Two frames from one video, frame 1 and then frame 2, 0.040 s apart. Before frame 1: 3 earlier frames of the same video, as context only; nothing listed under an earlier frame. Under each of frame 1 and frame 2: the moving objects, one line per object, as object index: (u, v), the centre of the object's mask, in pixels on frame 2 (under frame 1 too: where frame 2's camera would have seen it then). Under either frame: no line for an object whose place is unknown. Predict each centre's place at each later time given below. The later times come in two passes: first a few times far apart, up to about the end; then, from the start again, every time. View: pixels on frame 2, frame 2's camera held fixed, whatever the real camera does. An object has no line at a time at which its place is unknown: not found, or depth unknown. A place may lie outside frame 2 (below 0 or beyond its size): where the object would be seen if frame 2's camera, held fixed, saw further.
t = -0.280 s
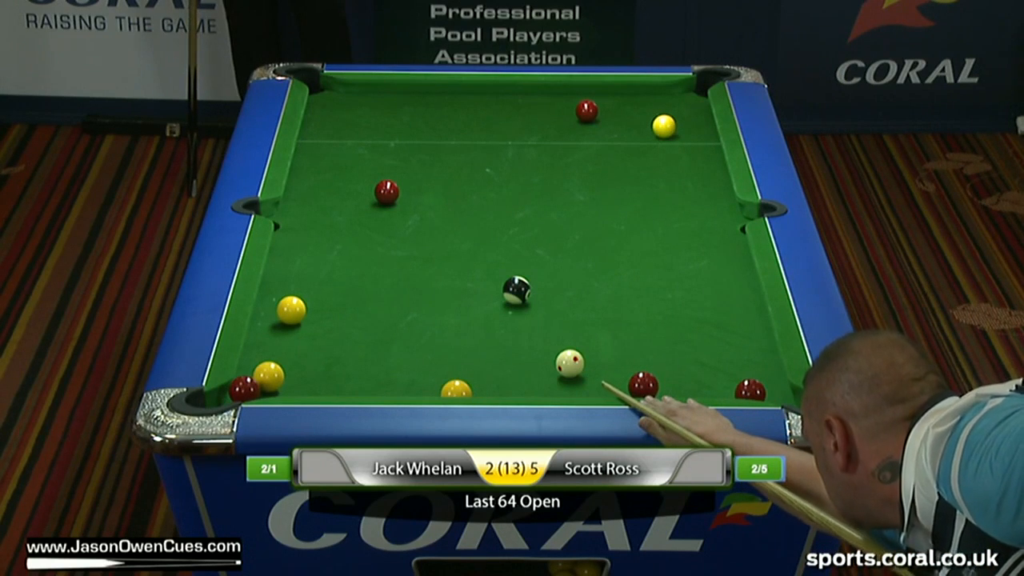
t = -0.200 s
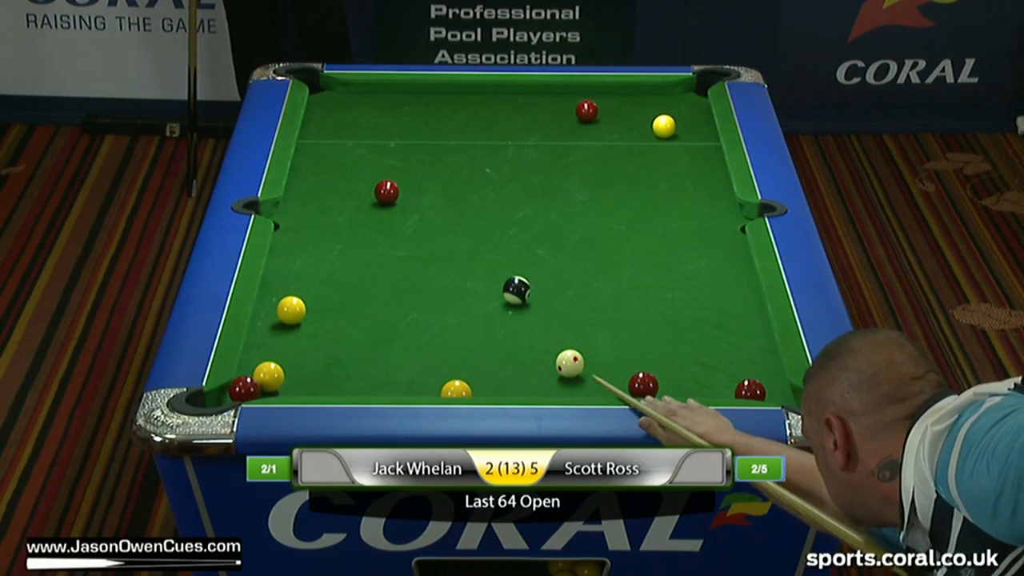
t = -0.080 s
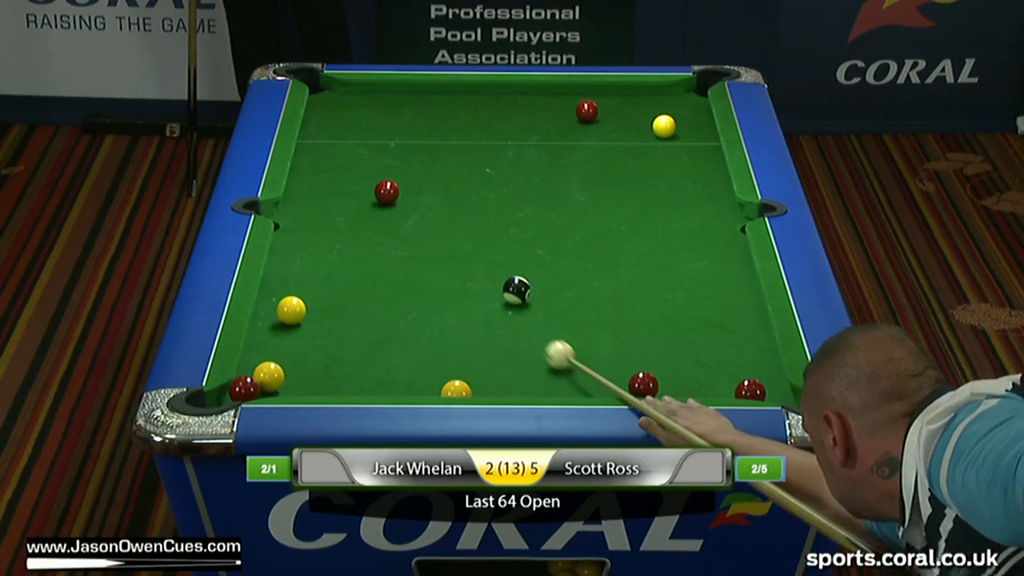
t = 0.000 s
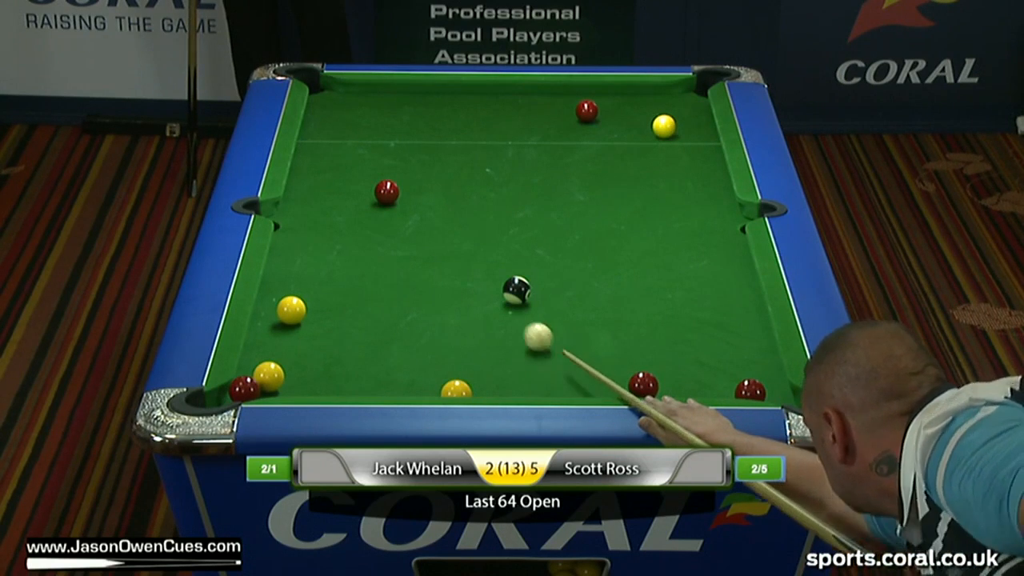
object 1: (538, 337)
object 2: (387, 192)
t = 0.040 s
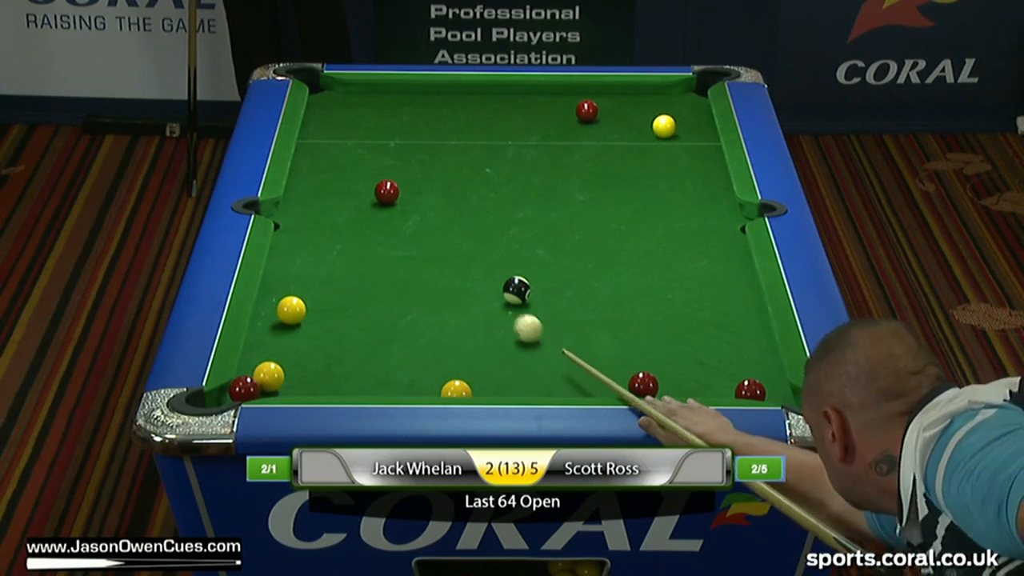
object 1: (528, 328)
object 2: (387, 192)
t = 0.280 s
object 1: (472, 281)
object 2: (387, 192)
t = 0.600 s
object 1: (407, 227)
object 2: (387, 192)
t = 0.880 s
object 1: (345, 194)
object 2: (396, 186)
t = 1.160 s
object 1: (316, 178)
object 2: (416, 172)
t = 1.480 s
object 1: (367, 166)
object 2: (436, 158)
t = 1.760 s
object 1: (407, 157)
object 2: (452, 147)
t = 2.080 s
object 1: (448, 147)
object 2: (469, 136)
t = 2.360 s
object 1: (481, 139)
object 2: (483, 124)
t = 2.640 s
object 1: (511, 133)
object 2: (493, 120)
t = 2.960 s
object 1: (541, 126)
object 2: (504, 114)
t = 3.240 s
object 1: (564, 121)
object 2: (513, 110)
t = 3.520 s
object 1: (584, 118)
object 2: (520, 106)
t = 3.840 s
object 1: (598, 118)
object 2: (526, 103)
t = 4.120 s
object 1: (606, 118)
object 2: (529, 102)
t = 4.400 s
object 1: (612, 118)
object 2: (531, 101)
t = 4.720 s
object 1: (615, 118)
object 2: (531, 101)
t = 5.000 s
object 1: (615, 118)
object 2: (531, 101)
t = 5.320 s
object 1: (615, 118)
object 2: (531, 101)
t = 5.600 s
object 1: (615, 118)
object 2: (531, 101)
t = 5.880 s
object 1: (615, 118)
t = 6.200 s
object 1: (615, 118)
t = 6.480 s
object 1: (615, 118)
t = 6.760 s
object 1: (615, 118)
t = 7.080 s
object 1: (615, 118)
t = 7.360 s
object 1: (615, 118)
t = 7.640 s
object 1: (615, 118)
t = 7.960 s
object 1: (615, 118)
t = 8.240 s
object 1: (615, 118)
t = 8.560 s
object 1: (615, 118)
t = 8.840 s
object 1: (615, 118)
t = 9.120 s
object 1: (615, 118)
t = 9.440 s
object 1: (615, 118)
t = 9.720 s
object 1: (615, 118)
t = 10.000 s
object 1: (615, 118)
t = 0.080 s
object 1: (518, 320)
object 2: (387, 192)
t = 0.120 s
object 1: (508, 312)
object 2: (387, 192)
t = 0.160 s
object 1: (499, 304)
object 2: (387, 192)
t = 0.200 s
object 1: (490, 297)
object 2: (387, 192)
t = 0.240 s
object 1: (481, 289)
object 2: (387, 192)
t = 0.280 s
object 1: (472, 281)
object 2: (387, 192)
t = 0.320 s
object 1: (463, 274)
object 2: (387, 192)
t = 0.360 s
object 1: (455, 267)
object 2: (387, 192)
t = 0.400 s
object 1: (446, 260)
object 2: (387, 192)
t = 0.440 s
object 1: (438, 253)
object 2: (387, 192)
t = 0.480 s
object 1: (430, 247)
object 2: (387, 192)
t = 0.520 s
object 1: (422, 240)
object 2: (387, 192)
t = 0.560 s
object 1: (414, 233)
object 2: (387, 192)
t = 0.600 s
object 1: (407, 227)
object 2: (387, 192)
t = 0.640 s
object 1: (400, 221)
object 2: (387, 192)
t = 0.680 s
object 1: (392, 215)
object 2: (386, 191)
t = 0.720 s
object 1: (385, 209)
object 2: (387, 189)
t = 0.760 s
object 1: (378, 203)
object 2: (389, 189)
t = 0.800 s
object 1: (368, 199)
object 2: (390, 190)
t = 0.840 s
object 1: (356, 197)
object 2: (393, 188)
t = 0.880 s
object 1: (345, 194)
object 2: (396, 186)
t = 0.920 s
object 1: (334, 191)
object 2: (399, 184)
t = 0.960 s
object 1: (323, 189)
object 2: (402, 182)
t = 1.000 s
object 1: (313, 186)
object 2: (404, 179)
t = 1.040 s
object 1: (303, 183)
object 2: (407, 178)
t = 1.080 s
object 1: (301, 181)
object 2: (410, 176)
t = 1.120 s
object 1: (309, 179)
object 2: (413, 174)
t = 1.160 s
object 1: (316, 178)
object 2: (416, 172)
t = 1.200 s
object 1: (322, 176)
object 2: (418, 170)
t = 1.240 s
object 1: (329, 175)
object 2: (421, 168)
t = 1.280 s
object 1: (336, 173)
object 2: (424, 166)
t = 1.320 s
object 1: (342, 172)
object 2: (426, 165)
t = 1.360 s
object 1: (348, 170)
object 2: (429, 163)
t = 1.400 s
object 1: (355, 169)
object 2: (431, 161)
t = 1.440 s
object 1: (361, 167)
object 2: (434, 159)
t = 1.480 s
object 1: (367, 166)
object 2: (436, 158)
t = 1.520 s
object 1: (373, 165)
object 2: (439, 156)
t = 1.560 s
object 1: (379, 163)
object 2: (441, 154)
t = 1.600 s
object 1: (385, 162)
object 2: (443, 153)
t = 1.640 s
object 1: (390, 160)
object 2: (446, 151)
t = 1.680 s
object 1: (396, 159)
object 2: (448, 150)
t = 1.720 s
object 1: (402, 158)
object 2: (450, 148)
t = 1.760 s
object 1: (407, 157)
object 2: (452, 147)
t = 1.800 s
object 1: (412, 156)
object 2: (454, 145)
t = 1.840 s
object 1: (418, 154)
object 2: (456, 144)
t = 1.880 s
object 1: (423, 153)
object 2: (459, 142)
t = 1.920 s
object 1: (428, 152)
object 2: (461, 141)
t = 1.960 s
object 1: (434, 150)
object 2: (463, 140)
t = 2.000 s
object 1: (439, 149)
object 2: (465, 139)
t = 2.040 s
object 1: (443, 148)
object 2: (467, 137)
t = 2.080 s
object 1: (448, 147)
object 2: (469, 136)
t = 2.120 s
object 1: (453, 146)
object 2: (471, 134)
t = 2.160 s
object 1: (458, 145)
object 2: (474, 132)
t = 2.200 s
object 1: (463, 144)
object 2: (476, 131)
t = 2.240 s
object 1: (468, 143)
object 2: (478, 129)
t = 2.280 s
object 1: (472, 142)
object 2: (480, 127)
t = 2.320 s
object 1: (477, 141)
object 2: (481, 126)
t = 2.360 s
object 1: (481, 139)
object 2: (483, 124)
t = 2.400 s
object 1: (486, 139)
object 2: (484, 124)
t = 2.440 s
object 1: (490, 138)
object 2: (484, 123)
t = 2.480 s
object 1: (494, 136)
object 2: (485, 122)
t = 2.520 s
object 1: (499, 136)
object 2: (487, 122)
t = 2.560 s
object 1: (503, 135)
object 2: (489, 121)
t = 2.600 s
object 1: (507, 134)
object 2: (491, 121)
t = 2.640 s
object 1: (511, 133)
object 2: (493, 120)
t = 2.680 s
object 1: (515, 132)
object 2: (494, 120)
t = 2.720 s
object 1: (519, 131)
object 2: (496, 119)
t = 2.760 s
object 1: (523, 130)
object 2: (497, 118)
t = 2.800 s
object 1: (526, 129)
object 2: (499, 117)
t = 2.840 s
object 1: (530, 129)
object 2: (500, 116)
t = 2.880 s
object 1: (534, 128)
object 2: (502, 116)
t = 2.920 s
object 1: (537, 127)
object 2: (503, 115)
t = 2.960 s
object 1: (541, 126)
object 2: (504, 114)
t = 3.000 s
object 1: (544, 126)
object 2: (506, 114)
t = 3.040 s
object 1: (548, 125)
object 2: (507, 113)
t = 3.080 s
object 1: (551, 124)
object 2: (509, 112)
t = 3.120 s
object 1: (554, 123)
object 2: (510, 112)
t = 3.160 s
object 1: (558, 123)
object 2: (511, 111)
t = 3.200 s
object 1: (561, 122)
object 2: (512, 110)
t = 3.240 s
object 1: (564, 121)
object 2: (513, 110)
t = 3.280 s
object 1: (567, 121)
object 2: (515, 109)
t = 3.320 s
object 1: (570, 120)
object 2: (516, 109)
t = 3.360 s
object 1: (573, 120)
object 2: (517, 108)
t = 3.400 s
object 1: (576, 119)
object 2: (518, 108)
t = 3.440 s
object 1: (579, 118)
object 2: (518, 107)
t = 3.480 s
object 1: (582, 118)
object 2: (519, 107)
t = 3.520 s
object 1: (584, 118)
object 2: (520, 106)
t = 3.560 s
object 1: (586, 118)
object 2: (521, 106)
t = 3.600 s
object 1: (587, 118)
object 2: (522, 105)
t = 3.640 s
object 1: (589, 118)
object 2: (522, 105)
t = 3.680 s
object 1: (591, 118)
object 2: (523, 105)
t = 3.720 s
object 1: (593, 118)
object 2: (524, 104)
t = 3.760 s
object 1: (595, 118)
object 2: (525, 104)
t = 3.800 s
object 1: (596, 118)
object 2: (525, 104)
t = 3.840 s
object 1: (598, 118)
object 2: (526, 103)
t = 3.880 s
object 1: (599, 119)
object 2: (526, 103)
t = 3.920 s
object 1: (600, 118)
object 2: (527, 103)
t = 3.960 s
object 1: (602, 118)
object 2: (527, 103)
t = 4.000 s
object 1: (603, 118)
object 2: (528, 102)
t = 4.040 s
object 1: (604, 118)
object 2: (528, 102)
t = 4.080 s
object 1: (605, 118)
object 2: (529, 102)
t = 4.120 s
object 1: (606, 118)
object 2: (529, 102)
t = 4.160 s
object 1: (607, 118)
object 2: (529, 102)
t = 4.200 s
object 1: (608, 118)
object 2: (530, 102)
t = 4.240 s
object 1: (609, 118)
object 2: (530, 101)
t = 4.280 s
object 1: (610, 118)
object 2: (530, 101)
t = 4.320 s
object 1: (611, 118)
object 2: (530, 101)
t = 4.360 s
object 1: (612, 118)
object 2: (531, 101)
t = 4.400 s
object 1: (612, 118)
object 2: (531, 101)
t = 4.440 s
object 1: (613, 118)
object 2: (531, 101)
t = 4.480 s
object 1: (613, 118)
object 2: (531, 101)
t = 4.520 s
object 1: (614, 118)
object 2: (531, 101)
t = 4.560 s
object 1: (614, 118)
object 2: (531, 101)
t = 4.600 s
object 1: (615, 118)
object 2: (531, 101)
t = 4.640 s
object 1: (615, 118)
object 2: (531, 101)
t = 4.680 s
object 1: (615, 118)
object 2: (531, 101)
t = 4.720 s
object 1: (615, 118)
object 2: (531, 101)
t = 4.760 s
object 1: (615, 118)
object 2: (531, 101)
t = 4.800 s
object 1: (615, 118)
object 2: (531, 101)
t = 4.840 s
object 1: (615, 118)
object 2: (531, 101)
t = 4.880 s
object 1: (615, 118)
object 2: (531, 101)
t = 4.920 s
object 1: (615, 118)
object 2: (531, 101)
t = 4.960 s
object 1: (615, 118)
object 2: (531, 101)
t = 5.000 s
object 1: (615, 118)
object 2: (531, 101)
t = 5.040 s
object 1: (615, 118)
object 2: (531, 101)
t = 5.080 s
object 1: (615, 118)
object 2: (531, 101)
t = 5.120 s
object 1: (615, 118)
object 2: (531, 101)
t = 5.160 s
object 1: (615, 118)
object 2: (531, 101)
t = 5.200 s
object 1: (615, 118)
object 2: (531, 101)
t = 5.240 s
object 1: (615, 118)
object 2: (531, 101)
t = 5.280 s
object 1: (615, 118)
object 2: (531, 101)
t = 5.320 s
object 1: (615, 118)
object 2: (531, 101)
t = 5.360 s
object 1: (615, 118)
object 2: (531, 101)
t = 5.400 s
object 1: (615, 118)
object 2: (531, 101)
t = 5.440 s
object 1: (615, 118)
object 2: (531, 101)
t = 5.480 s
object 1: (615, 118)
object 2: (531, 101)
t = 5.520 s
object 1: (615, 118)
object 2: (531, 101)
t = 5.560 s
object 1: (615, 118)
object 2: (531, 101)
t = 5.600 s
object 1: (615, 118)
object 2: (531, 101)
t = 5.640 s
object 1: (615, 118)
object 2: (531, 101)
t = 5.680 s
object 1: (615, 118)
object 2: (531, 101)
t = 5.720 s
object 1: (615, 118)
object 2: (531, 101)
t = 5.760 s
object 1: (615, 118)
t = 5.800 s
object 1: (615, 118)
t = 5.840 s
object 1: (615, 118)
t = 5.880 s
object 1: (615, 118)
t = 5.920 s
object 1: (615, 118)
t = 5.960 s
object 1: (615, 118)
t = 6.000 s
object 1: (615, 118)
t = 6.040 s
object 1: (615, 118)
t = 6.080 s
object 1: (615, 118)
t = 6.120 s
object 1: (615, 118)
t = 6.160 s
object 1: (615, 118)
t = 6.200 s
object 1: (615, 118)
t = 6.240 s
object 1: (616, 118)
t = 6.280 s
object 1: (615, 118)
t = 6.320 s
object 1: (615, 118)
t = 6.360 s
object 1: (615, 118)
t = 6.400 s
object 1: (616, 118)
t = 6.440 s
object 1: (615, 118)
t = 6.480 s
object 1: (615, 118)
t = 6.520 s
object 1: (615, 118)
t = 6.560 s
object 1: (615, 118)
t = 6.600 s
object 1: (616, 118)
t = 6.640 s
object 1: (615, 118)
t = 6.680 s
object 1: (615, 118)
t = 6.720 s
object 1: (615, 118)
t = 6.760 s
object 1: (615, 118)
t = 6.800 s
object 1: (615, 118)
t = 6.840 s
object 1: (615, 118)
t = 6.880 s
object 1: (615, 118)
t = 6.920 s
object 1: (615, 118)
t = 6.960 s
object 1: (615, 118)
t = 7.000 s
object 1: (615, 118)
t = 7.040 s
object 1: (615, 118)
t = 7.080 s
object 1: (615, 118)
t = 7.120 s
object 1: (615, 118)
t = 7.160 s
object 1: (615, 118)
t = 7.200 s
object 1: (615, 118)
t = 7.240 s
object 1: (615, 118)
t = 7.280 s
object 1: (615, 118)
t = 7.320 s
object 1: (615, 118)
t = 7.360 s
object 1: (615, 118)
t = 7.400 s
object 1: (615, 118)
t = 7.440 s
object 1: (615, 118)
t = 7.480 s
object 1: (615, 118)
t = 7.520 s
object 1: (615, 118)
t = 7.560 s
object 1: (615, 118)
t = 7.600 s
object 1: (615, 118)
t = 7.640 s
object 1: (615, 118)
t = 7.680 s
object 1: (615, 118)
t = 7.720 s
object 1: (615, 118)
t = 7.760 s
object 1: (615, 118)
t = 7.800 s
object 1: (615, 118)
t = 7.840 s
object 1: (615, 118)
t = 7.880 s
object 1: (615, 118)
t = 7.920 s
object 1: (615, 118)
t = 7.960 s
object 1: (615, 118)
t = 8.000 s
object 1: (615, 118)
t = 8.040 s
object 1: (615, 118)
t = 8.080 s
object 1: (615, 118)
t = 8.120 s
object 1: (615, 118)
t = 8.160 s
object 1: (615, 118)
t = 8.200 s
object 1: (615, 118)
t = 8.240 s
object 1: (615, 118)
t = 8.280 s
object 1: (615, 118)
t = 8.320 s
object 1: (615, 118)
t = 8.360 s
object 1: (615, 118)
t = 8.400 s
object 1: (615, 118)
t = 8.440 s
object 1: (615, 118)
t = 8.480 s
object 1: (615, 118)
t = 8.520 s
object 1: (615, 118)
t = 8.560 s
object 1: (615, 118)
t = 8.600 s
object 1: (615, 118)
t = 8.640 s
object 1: (615, 118)
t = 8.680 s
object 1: (615, 118)
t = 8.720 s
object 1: (615, 118)
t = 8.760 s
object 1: (615, 118)
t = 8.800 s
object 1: (615, 118)
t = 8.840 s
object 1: (615, 118)
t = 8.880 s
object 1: (615, 118)
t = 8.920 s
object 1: (615, 118)
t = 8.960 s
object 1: (615, 118)
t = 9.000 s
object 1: (615, 118)
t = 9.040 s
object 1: (615, 118)
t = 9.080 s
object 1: (615, 118)
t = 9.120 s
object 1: (615, 118)
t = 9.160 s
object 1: (615, 118)
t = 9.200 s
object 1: (615, 118)
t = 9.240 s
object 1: (615, 118)
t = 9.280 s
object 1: (615, 118)
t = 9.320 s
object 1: (615, 118)
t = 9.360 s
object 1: (615, 118)
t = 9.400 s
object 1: (615, 118)
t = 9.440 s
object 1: (615, 118)
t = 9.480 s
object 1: (615, 118)
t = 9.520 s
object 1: (615, 118)
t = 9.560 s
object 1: (615, 118)
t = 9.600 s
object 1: (615, 118)
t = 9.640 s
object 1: (615, 118)
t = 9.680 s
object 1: (615, 118)
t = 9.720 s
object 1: (615, 118)
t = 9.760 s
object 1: (615, 118)
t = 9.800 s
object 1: (615, 118)
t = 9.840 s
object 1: (615, 118)
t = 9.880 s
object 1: (615, 118)
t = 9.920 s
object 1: (615, 118)
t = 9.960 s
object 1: (615, 118)
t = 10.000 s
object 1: (615, 118)
